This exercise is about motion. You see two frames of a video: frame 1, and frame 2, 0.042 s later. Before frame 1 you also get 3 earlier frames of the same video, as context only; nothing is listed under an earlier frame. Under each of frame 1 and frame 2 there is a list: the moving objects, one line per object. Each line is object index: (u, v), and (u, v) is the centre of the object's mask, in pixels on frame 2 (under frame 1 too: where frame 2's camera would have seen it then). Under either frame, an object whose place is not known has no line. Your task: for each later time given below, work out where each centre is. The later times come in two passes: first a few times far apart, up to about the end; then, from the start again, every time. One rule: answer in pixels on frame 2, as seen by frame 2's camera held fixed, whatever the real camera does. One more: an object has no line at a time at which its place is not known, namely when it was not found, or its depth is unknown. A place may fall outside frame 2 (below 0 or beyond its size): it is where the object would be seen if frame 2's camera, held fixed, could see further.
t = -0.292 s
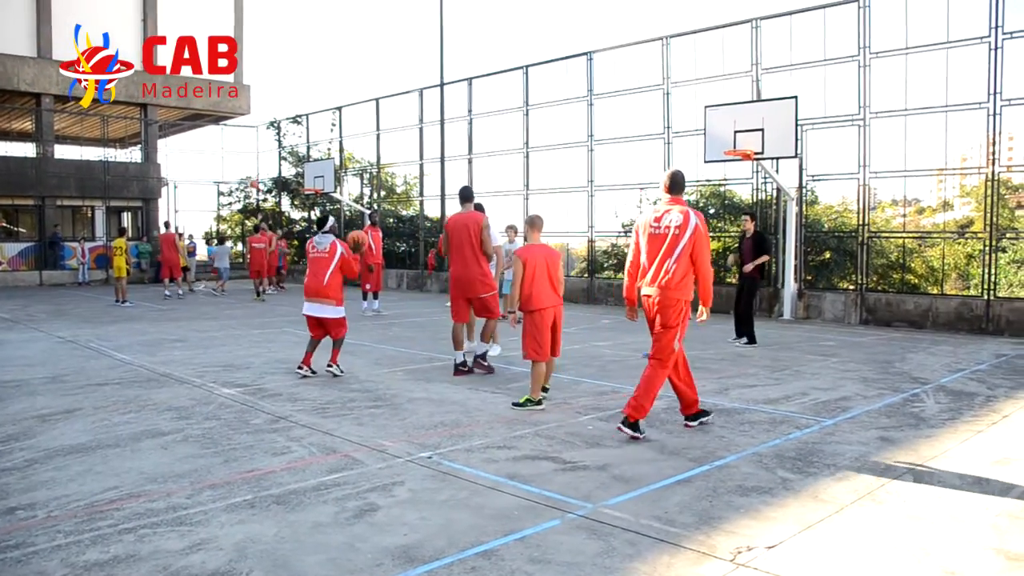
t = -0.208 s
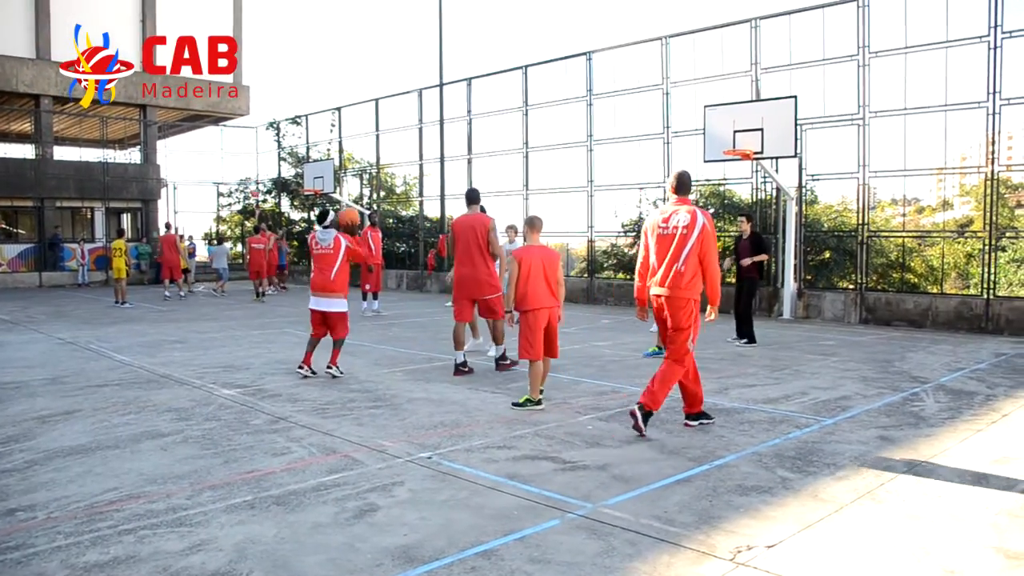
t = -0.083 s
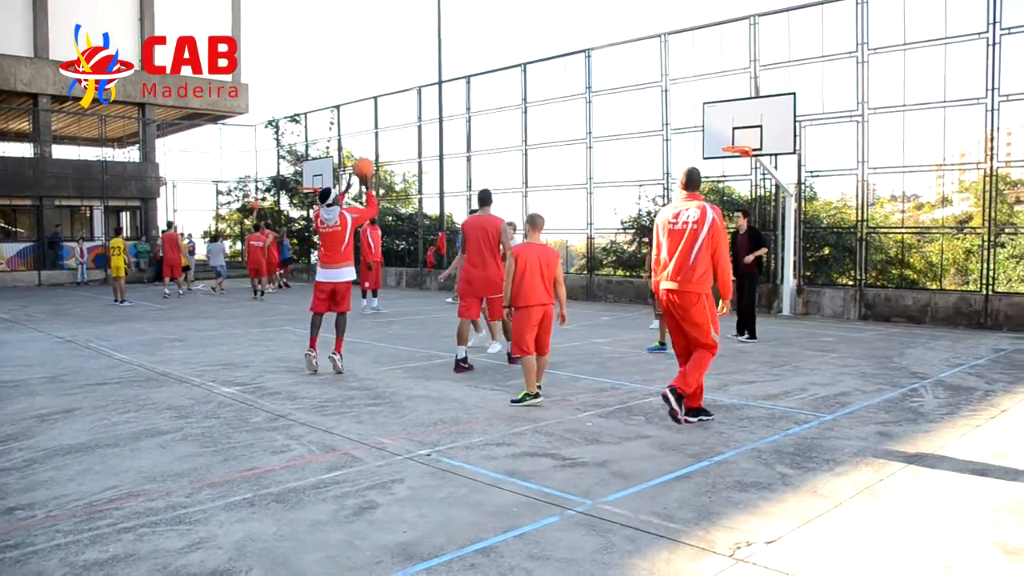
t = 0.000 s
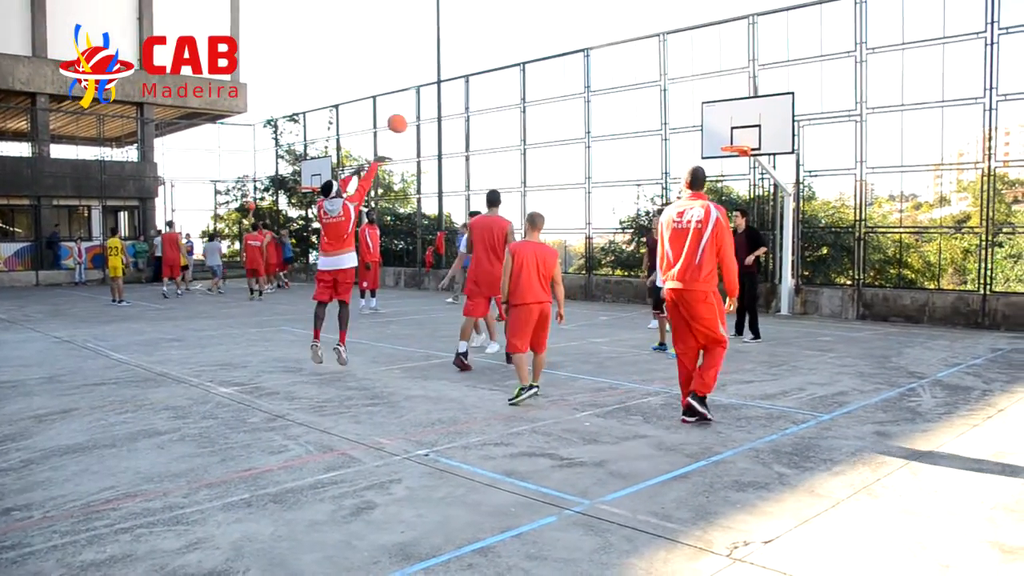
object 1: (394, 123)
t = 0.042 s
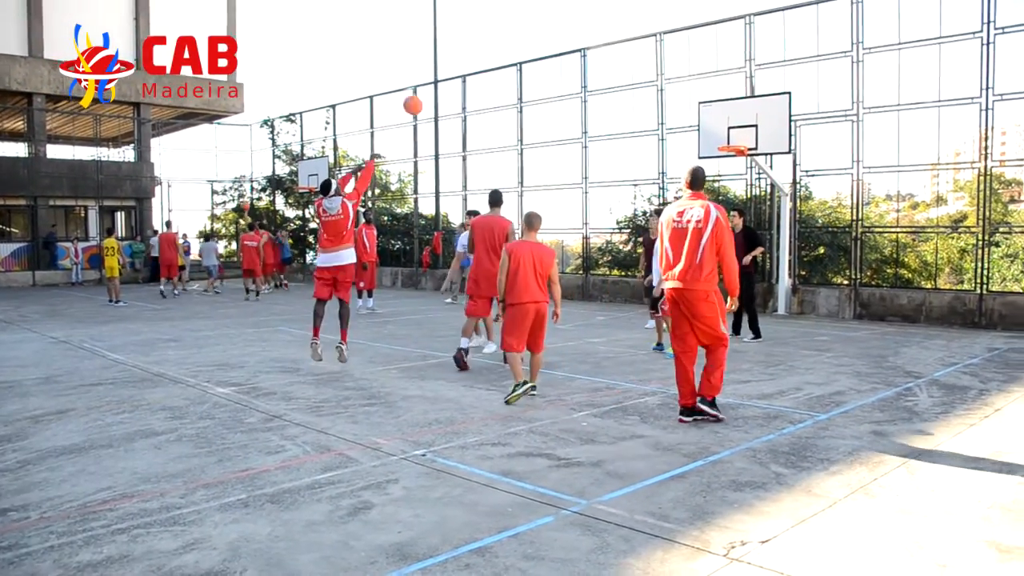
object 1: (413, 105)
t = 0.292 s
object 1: (512, 40)
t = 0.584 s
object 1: (604, 36)
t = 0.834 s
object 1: (666, 76)
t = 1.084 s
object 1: (717, 146)
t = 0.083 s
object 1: (431, 89)
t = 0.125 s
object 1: (448, 76)
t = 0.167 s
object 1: (465, 64)
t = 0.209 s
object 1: (482, 54)
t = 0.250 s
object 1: (497, 46)
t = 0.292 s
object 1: (512, 40)
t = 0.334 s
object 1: (527, 35)
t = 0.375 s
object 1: (541, 32)
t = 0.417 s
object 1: (554, 30)
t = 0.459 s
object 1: (567, 29)
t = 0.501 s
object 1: (580, 30)
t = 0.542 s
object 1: (592, 32)
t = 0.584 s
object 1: (604, 36)
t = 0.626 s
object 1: (615, 39)
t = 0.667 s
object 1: (626, 44)
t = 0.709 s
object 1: (637, 51)
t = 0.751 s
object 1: (647, 58)
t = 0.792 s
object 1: (657, 67)
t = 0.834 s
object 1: (666, 76)
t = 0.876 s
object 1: (676, 85)
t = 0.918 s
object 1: (685, 96)
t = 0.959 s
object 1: (695, 108)
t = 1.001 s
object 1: (703, 120)
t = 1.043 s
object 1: (711, 134)
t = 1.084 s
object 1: (717, 146)
